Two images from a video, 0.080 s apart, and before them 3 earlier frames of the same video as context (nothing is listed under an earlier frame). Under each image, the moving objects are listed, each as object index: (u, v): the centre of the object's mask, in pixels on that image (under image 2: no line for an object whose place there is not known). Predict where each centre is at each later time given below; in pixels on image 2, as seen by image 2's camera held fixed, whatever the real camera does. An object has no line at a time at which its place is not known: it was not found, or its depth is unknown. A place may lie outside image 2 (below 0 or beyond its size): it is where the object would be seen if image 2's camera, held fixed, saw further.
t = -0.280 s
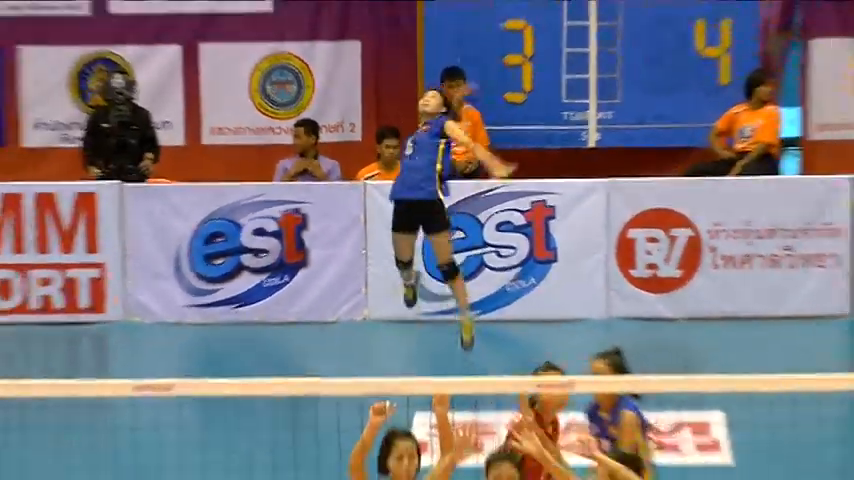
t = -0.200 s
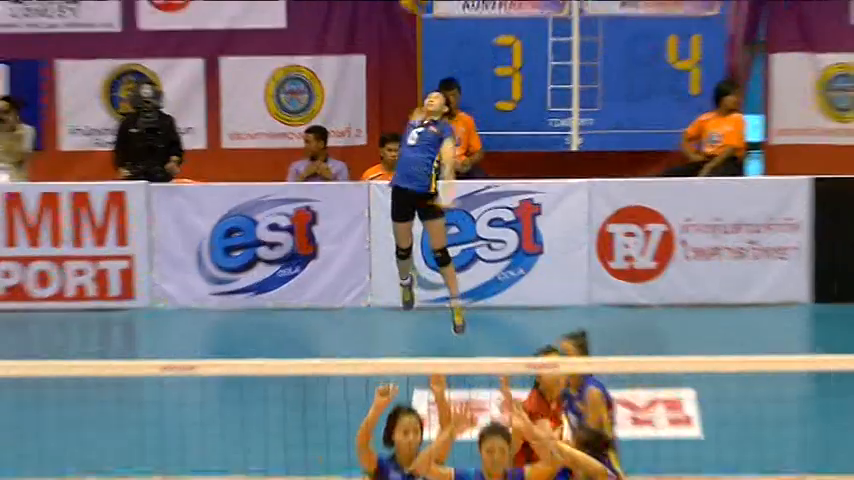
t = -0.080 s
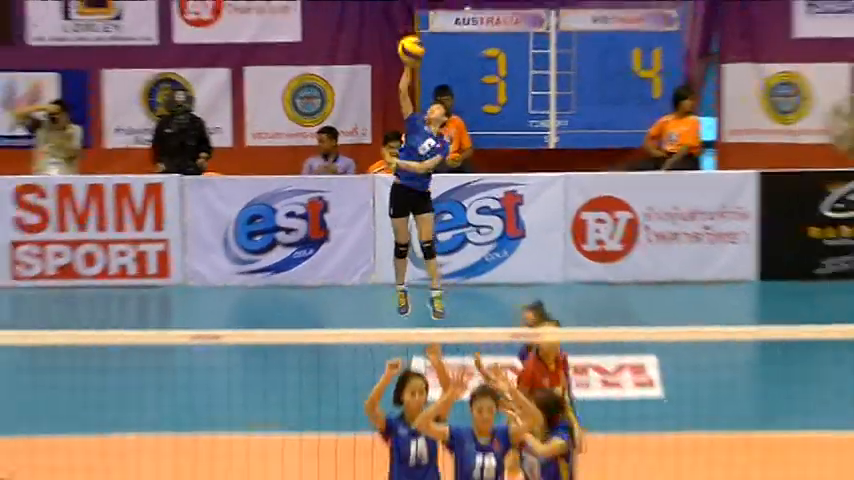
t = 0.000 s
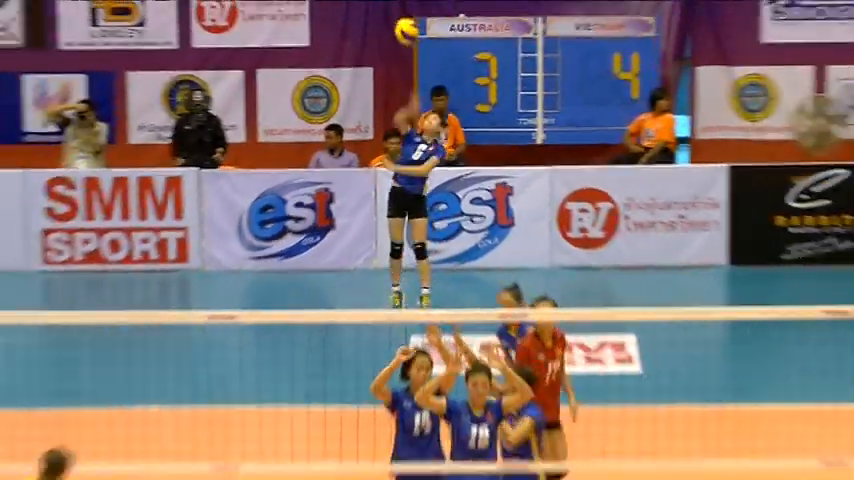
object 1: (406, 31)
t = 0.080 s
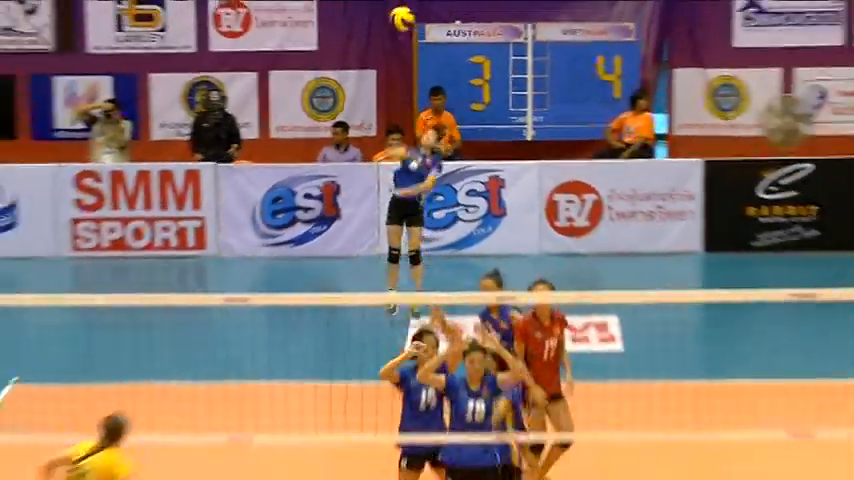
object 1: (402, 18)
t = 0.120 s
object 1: (398, 12)
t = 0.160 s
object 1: (393, 6)
